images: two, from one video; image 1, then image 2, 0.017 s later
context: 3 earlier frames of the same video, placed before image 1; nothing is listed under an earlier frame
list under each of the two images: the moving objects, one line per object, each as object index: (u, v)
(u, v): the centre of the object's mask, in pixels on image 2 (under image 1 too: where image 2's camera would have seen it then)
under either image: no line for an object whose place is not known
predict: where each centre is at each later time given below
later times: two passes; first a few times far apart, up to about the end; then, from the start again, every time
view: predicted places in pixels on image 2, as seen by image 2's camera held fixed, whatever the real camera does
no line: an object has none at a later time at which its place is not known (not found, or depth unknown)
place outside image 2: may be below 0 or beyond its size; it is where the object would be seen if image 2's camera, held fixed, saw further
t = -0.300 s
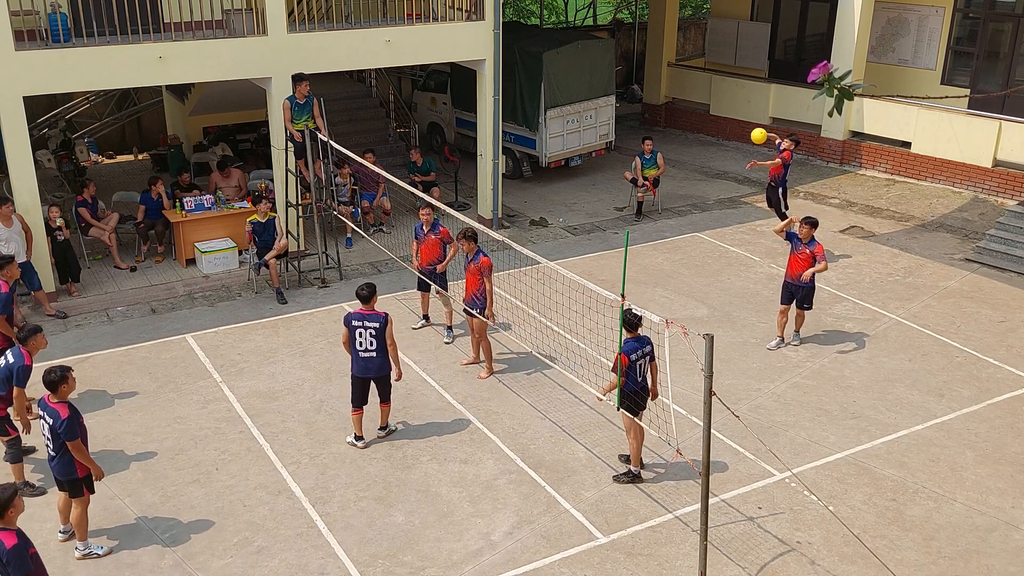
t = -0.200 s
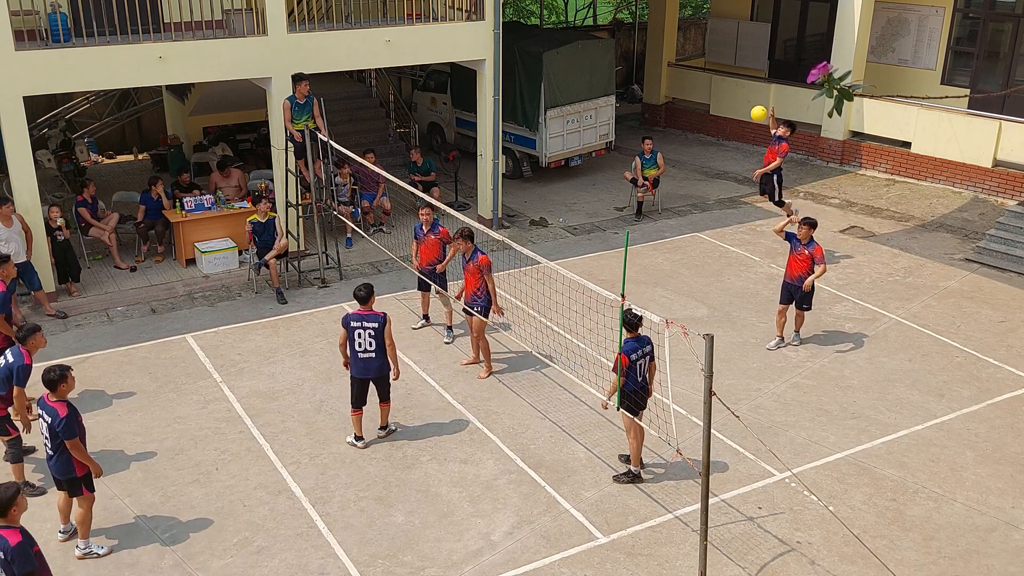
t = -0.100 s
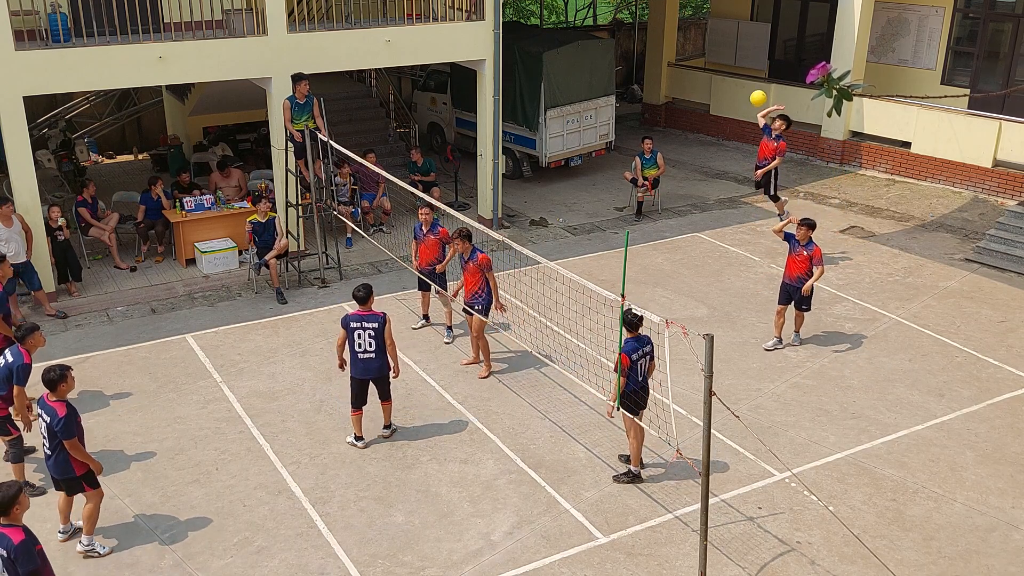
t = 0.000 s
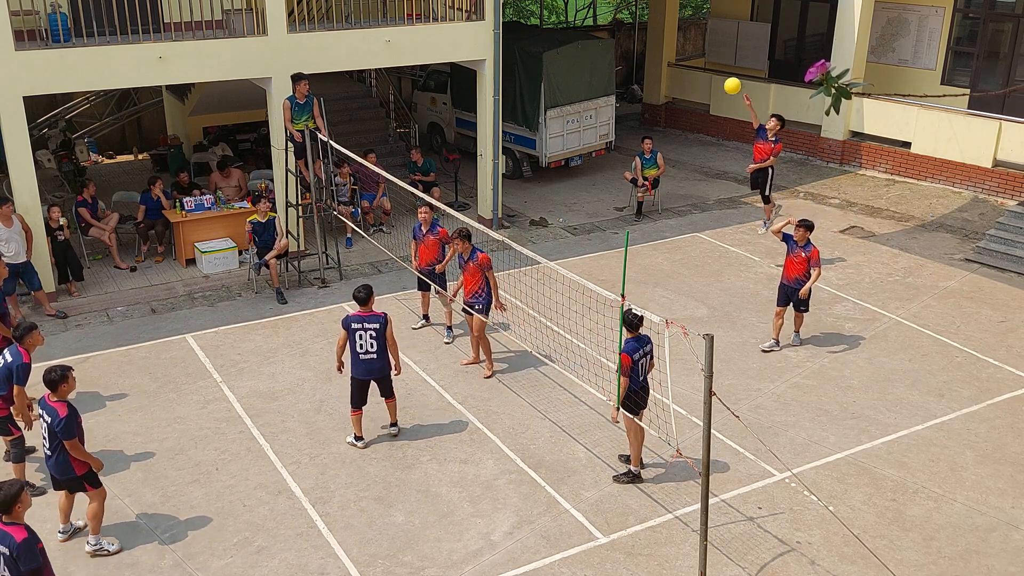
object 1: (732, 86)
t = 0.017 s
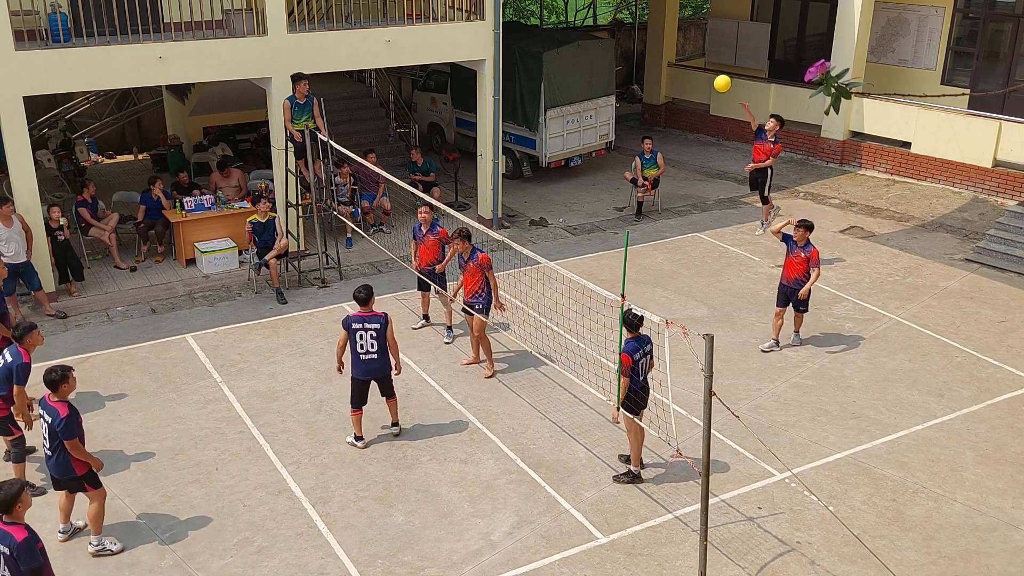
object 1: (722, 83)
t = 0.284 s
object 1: (541, 72)
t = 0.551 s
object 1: (309, 137)
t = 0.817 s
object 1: (10, 310)
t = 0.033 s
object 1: (712, 81)
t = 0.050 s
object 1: (702, 79)
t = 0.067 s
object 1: (692, 76)
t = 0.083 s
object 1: (681, 75)
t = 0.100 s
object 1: (670, 73)
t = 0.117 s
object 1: (659, 72)
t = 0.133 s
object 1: (648, 71)
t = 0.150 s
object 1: (637, 70)
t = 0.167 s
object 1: (626, 69)
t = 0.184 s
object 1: (614, 69)
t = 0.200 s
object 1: (603, 69)
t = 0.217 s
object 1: (591, 69)
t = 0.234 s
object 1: (579, 69)
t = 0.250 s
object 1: (566, 70)
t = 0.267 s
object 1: (554, 70)
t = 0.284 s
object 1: (541, 72)
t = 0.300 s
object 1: (528, 73)
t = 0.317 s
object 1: (515, 75)
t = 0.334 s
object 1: (502, 78)
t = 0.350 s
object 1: (489, 80)
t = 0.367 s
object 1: (475, 83)
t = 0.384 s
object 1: (461, 86)
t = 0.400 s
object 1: (447, 90)
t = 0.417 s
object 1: (433, 94)
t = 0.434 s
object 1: (418, 98)
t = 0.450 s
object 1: (404, 103)
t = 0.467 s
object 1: (389, 107)
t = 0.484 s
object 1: (373, 113)
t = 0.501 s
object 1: (358, 118)
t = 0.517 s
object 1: (342, 124)
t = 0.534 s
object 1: (326, 131)
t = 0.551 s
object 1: (309, 137)
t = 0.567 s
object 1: (292, 145)
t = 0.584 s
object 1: (275, 152)
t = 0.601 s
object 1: (258, 160)
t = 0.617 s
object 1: (240, 169)
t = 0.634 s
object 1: (222, 178)
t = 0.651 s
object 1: (204, 187)
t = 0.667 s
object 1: (186, 197)
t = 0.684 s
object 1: (167, 207)
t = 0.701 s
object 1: (148, 218)
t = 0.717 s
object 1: (128, 230)
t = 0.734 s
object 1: (108, 242)
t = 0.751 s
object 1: (88, 254)
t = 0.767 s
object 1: (68, 267)
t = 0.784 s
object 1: (47, 281)
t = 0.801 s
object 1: (26, 295)
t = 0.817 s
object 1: (10, 310)
